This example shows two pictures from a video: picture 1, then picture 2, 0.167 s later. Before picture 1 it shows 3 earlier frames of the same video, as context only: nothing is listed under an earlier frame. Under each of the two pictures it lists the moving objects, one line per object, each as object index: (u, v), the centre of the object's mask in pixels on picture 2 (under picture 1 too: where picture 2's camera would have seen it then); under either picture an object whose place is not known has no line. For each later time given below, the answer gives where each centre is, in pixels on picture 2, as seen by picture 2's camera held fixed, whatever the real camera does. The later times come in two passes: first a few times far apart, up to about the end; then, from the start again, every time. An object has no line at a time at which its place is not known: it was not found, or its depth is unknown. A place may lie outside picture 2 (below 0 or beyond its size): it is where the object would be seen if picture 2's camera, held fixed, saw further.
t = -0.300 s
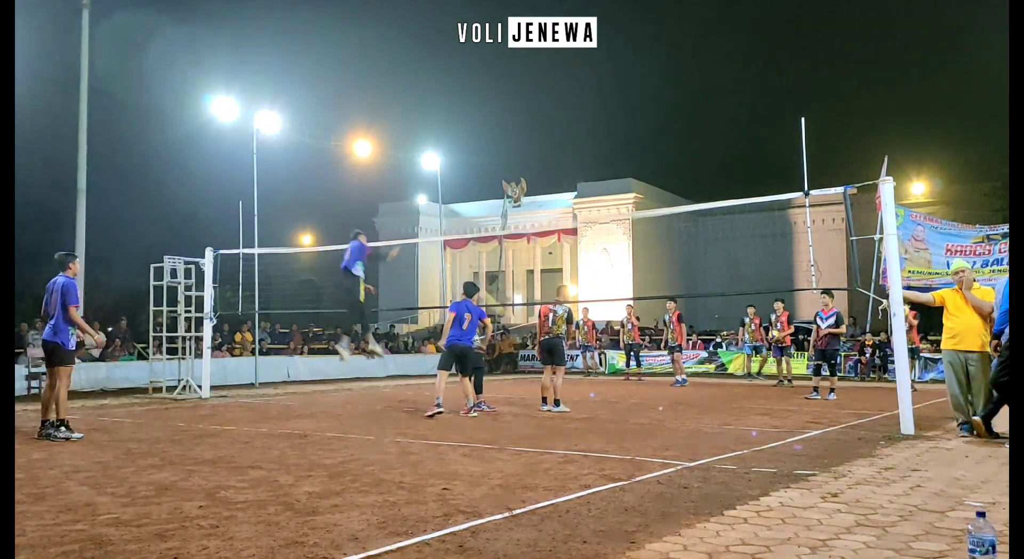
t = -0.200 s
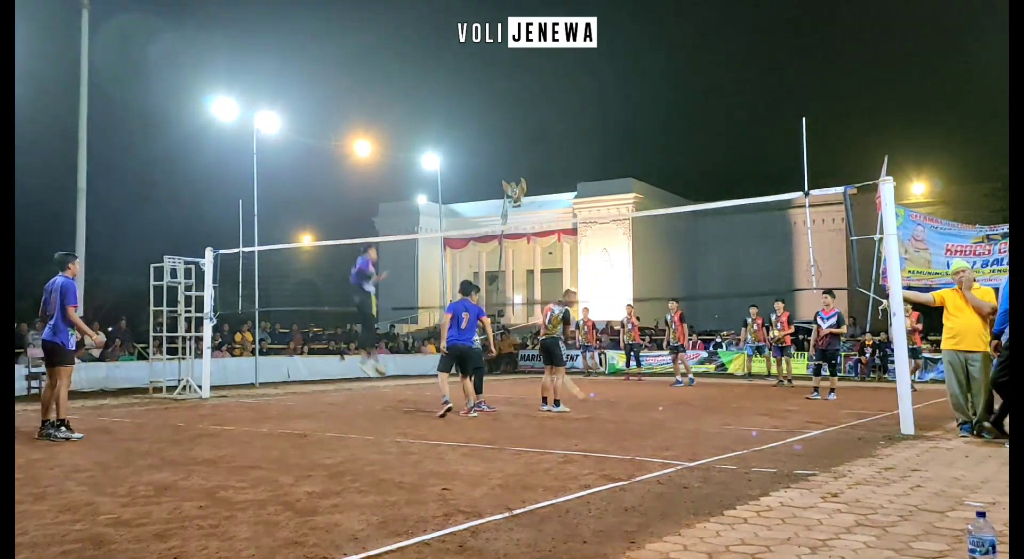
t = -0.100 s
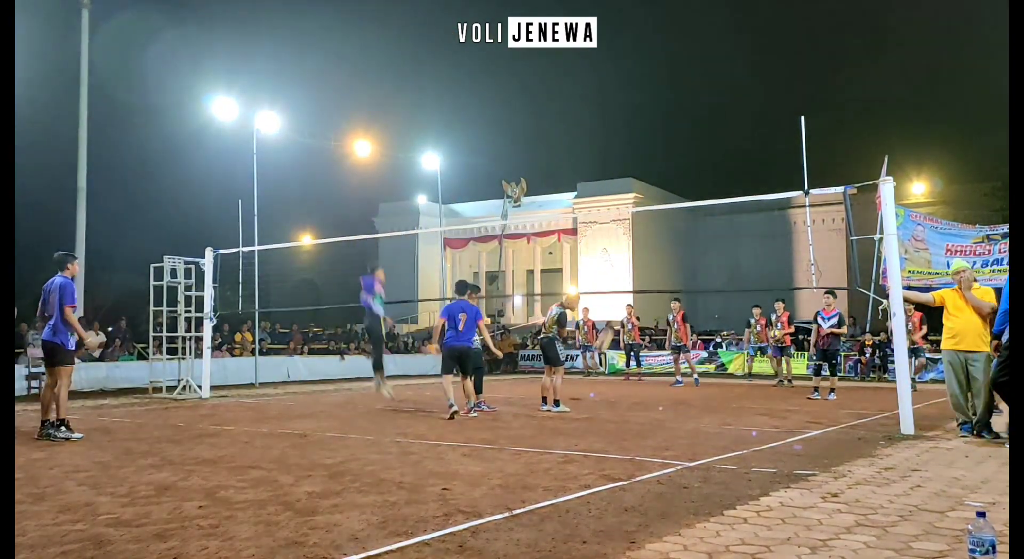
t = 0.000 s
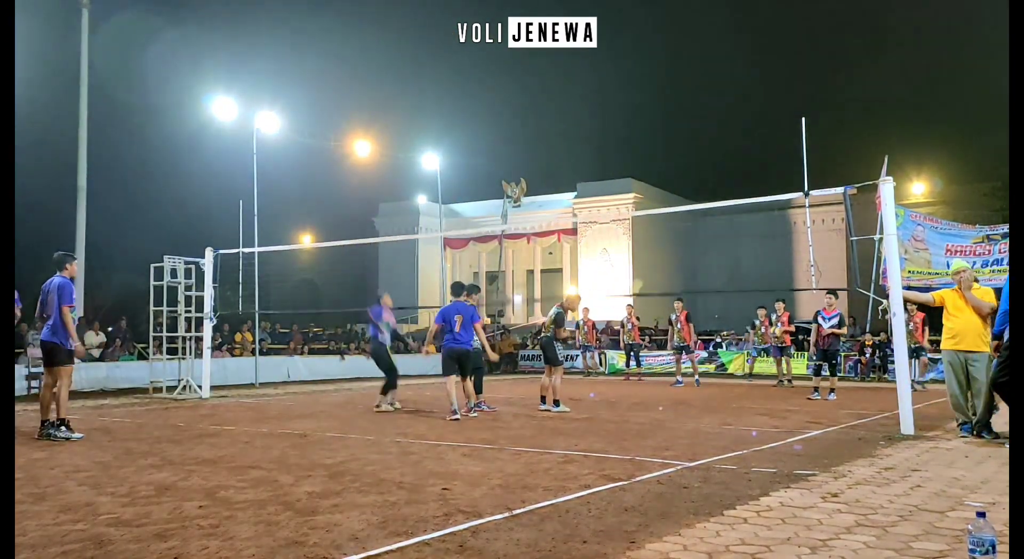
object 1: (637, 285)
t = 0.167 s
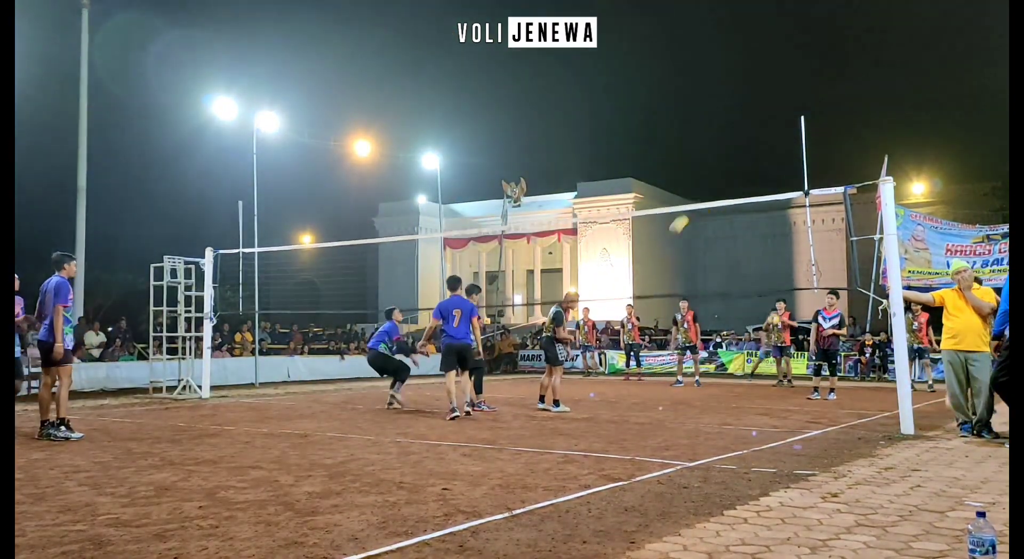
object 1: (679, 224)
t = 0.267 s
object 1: (705, 196)
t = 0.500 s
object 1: (759, 165)
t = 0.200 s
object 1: (688, 215)
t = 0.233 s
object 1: (696, 206)
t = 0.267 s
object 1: (705, 196)
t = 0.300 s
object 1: (713, 191)
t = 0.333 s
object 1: (720, 185)
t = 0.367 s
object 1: (728, 179)
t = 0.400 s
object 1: (737, 174)
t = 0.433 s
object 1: (744, 171)
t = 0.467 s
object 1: (751, 168)
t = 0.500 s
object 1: (759, 165)
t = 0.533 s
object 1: (766, 163)
